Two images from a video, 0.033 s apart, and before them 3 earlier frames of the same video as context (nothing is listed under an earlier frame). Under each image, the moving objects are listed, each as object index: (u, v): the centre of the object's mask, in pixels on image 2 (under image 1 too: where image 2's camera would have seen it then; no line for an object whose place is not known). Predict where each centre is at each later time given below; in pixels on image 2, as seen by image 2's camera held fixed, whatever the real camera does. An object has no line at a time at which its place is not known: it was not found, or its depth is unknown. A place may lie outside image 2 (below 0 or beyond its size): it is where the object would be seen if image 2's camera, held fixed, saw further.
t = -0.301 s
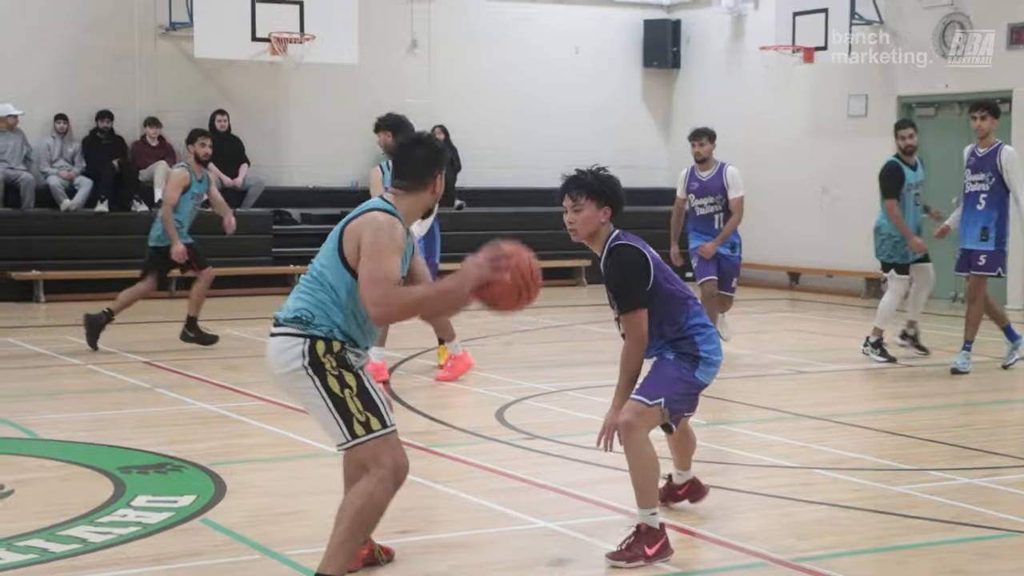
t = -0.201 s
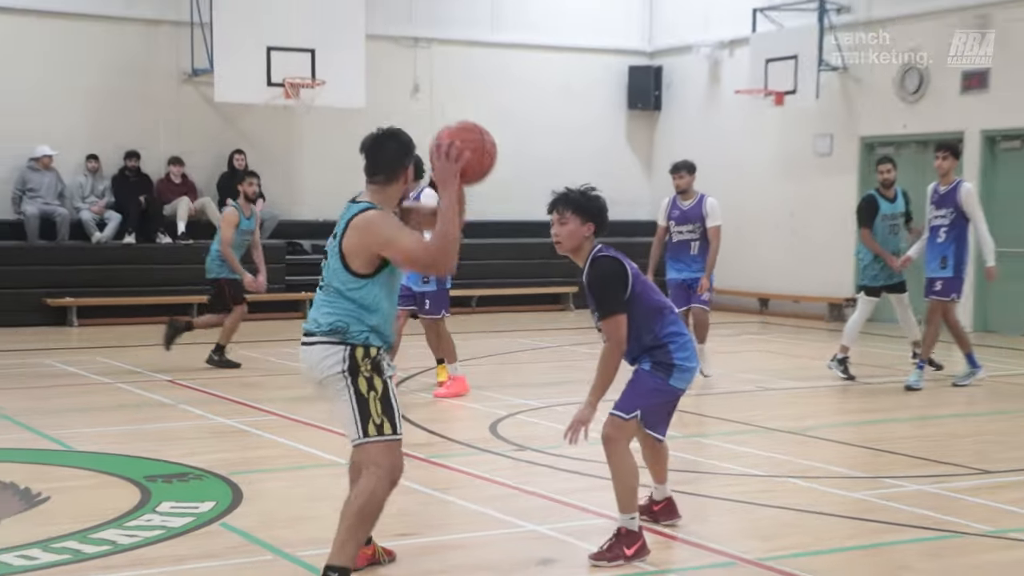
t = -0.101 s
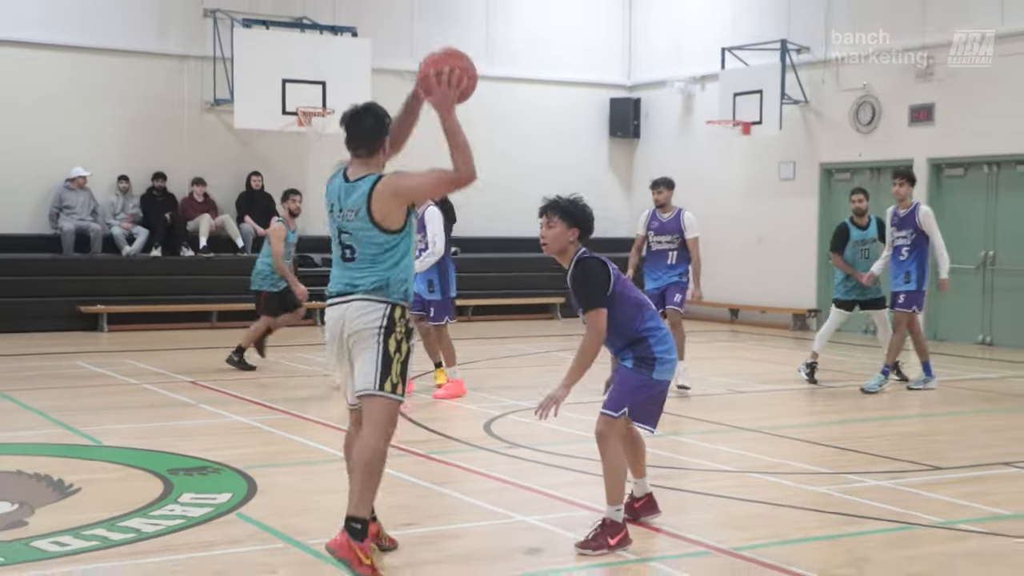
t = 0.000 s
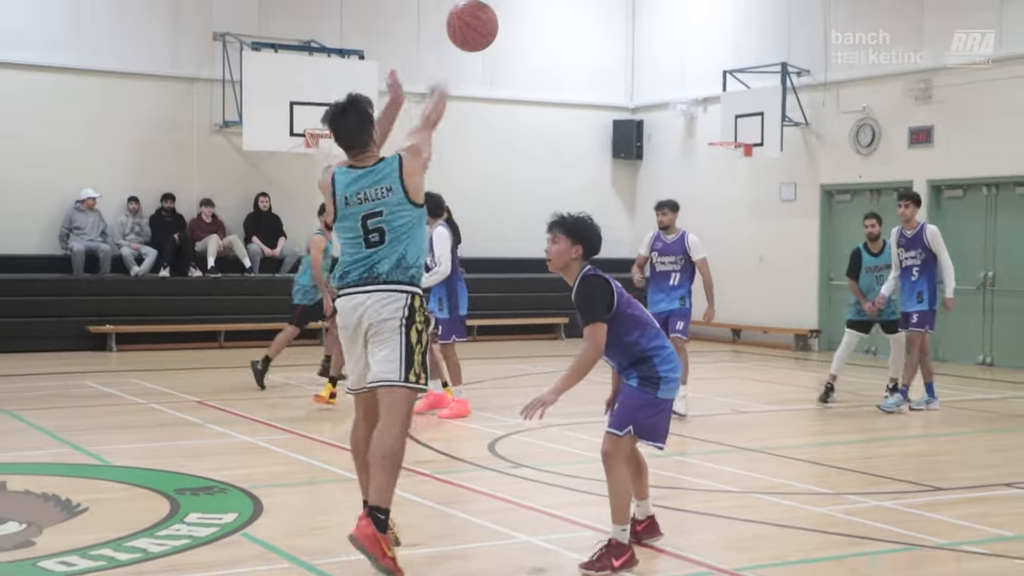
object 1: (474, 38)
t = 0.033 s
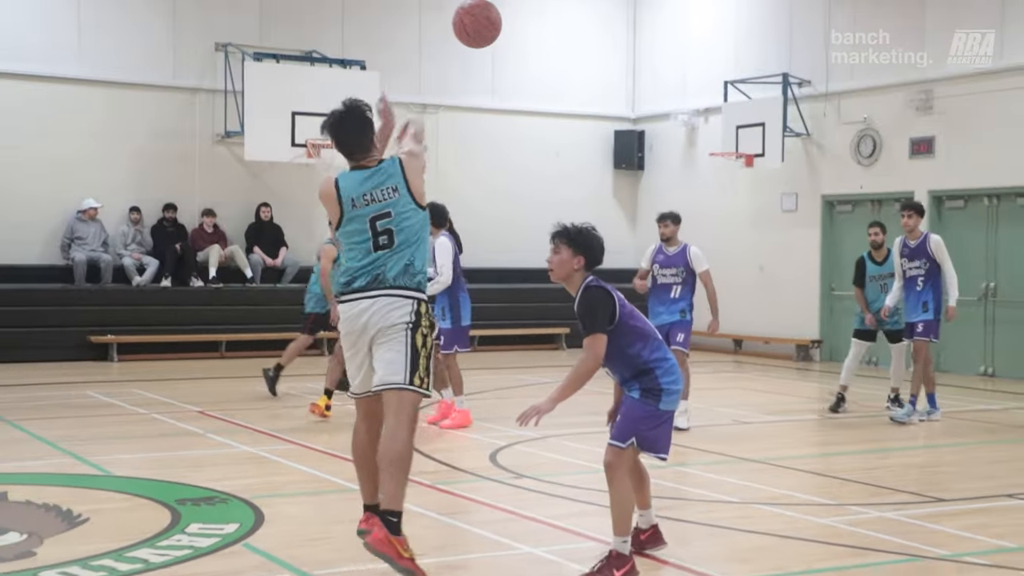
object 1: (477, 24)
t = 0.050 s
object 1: (478, 18)
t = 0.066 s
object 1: (479, 14)
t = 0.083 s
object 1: (481, 9)
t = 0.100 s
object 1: (482, 4)
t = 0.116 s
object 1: (484, 1)
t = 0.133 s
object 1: (486, -1)
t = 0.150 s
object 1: (488, -3)
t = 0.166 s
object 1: (489, -3)
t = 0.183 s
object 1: (490, -3)
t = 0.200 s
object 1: (490, -1)
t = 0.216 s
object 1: (491, 1)
